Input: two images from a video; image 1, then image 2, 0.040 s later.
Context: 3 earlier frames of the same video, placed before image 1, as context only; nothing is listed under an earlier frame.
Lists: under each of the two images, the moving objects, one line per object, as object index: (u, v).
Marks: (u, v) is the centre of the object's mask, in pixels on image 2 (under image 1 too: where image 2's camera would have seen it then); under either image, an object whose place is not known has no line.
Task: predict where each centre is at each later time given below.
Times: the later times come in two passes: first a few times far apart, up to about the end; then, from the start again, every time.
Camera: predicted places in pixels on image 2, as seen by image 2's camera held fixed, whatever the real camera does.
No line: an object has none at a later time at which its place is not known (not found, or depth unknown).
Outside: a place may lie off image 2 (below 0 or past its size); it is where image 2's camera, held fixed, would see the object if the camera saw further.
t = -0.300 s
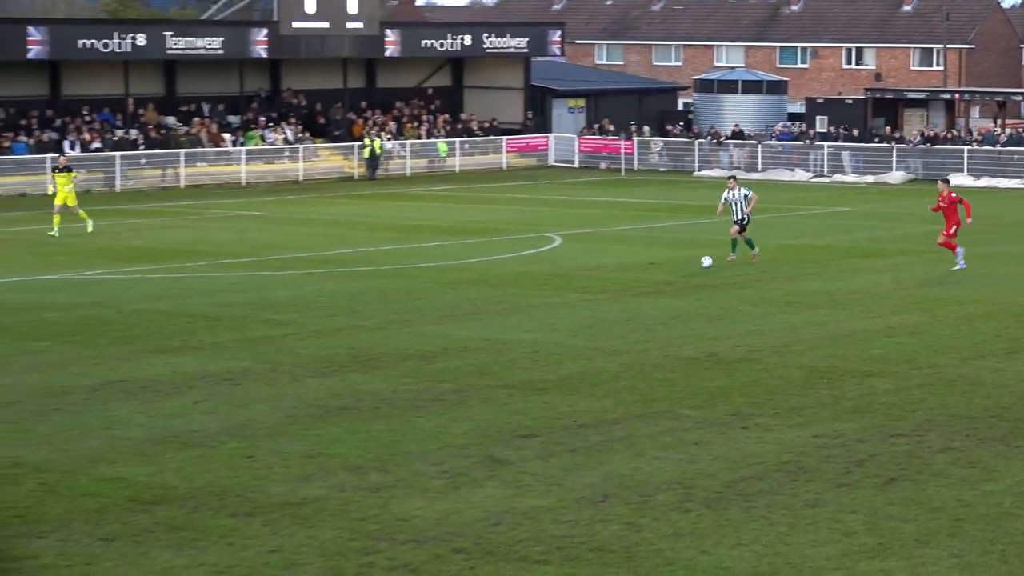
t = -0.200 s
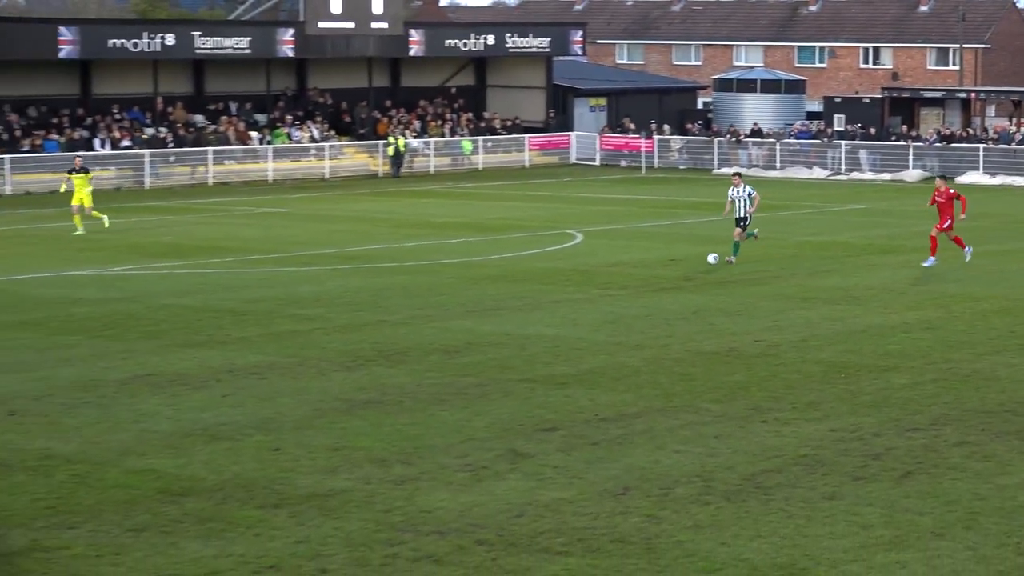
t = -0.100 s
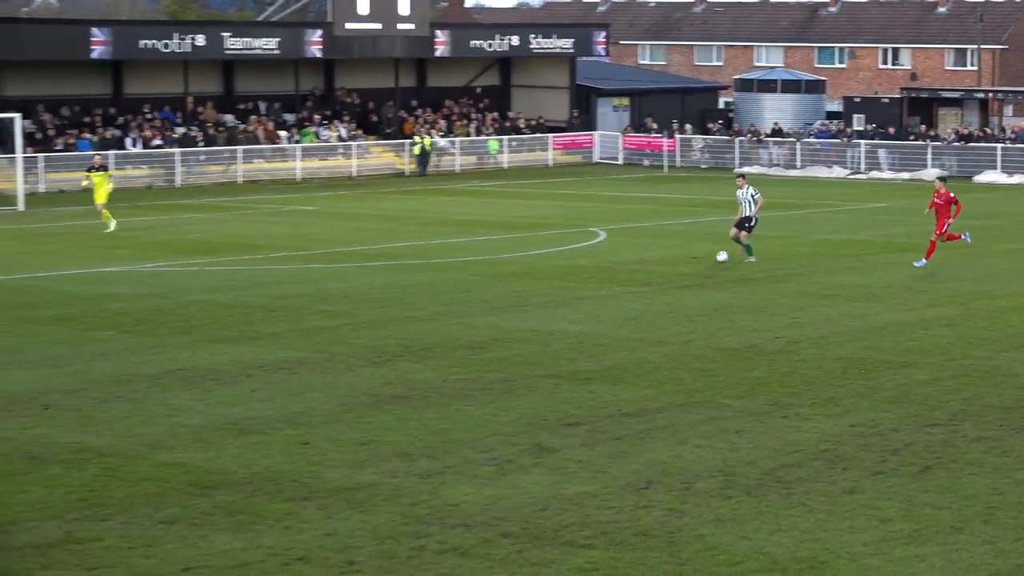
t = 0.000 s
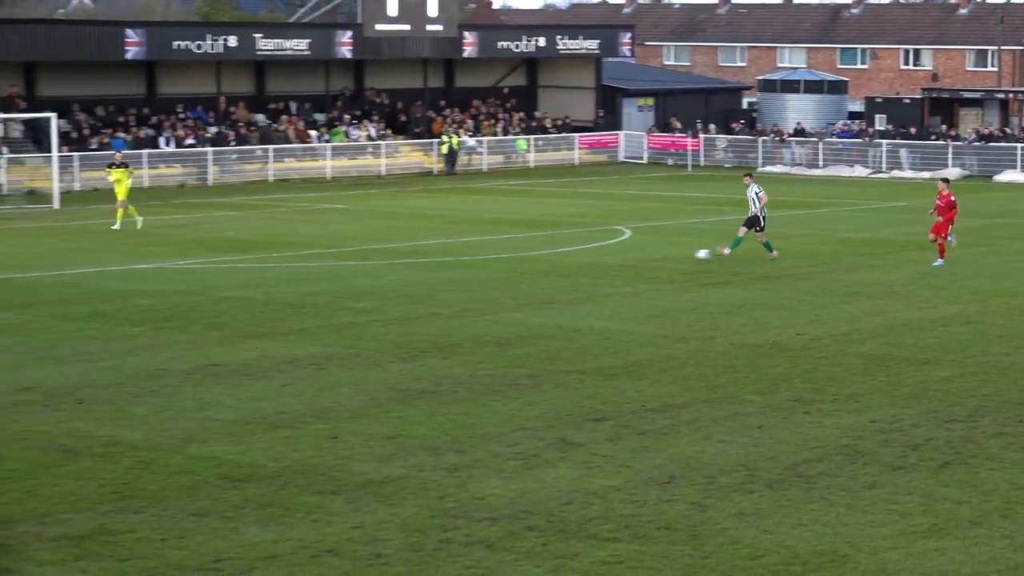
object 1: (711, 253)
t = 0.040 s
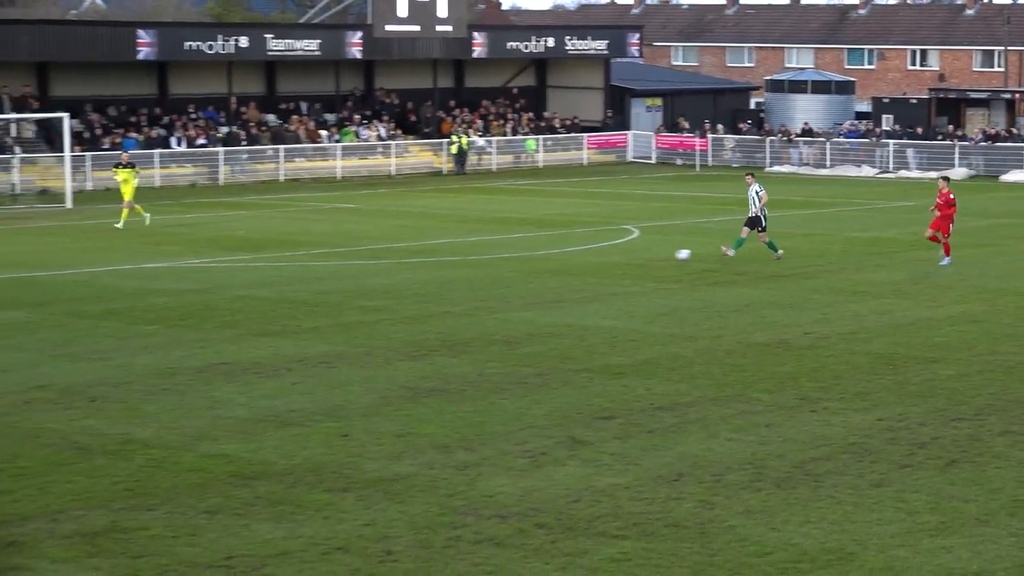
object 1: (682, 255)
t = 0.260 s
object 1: (525, 276)
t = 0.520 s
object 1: (353, 291)
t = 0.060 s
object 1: (668, 255)
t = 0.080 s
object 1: (654, 257)
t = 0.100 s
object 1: (639, 257)
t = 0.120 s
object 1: (625, 258)
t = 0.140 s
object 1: (611, 260)
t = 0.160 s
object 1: (596, 262)
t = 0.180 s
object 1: (582, 264)
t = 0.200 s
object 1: (567, 267)
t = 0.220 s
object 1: (554, 269)
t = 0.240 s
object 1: (539, 273)
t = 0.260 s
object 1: (525, 276)
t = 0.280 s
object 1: (512, 276)
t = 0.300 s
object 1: (499, 276)
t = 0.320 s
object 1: (486, 276)
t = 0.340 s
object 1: (473, 276)
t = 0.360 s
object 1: (460, 277)
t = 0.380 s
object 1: (447, 276)
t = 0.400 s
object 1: (433, 278)
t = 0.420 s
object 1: (420, 279)
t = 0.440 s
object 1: (406, 281)
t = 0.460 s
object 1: (393, 283)
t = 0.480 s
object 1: (380, 286)
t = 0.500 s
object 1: (367, 288)
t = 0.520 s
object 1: (353, 291)
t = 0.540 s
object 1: (339, 293)
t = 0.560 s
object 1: (327, 294)
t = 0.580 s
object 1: (314, 294)
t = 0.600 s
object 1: (301, 295)
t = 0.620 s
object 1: (288, 295)
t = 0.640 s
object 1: (276, 296)
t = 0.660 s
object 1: (263, 297)
